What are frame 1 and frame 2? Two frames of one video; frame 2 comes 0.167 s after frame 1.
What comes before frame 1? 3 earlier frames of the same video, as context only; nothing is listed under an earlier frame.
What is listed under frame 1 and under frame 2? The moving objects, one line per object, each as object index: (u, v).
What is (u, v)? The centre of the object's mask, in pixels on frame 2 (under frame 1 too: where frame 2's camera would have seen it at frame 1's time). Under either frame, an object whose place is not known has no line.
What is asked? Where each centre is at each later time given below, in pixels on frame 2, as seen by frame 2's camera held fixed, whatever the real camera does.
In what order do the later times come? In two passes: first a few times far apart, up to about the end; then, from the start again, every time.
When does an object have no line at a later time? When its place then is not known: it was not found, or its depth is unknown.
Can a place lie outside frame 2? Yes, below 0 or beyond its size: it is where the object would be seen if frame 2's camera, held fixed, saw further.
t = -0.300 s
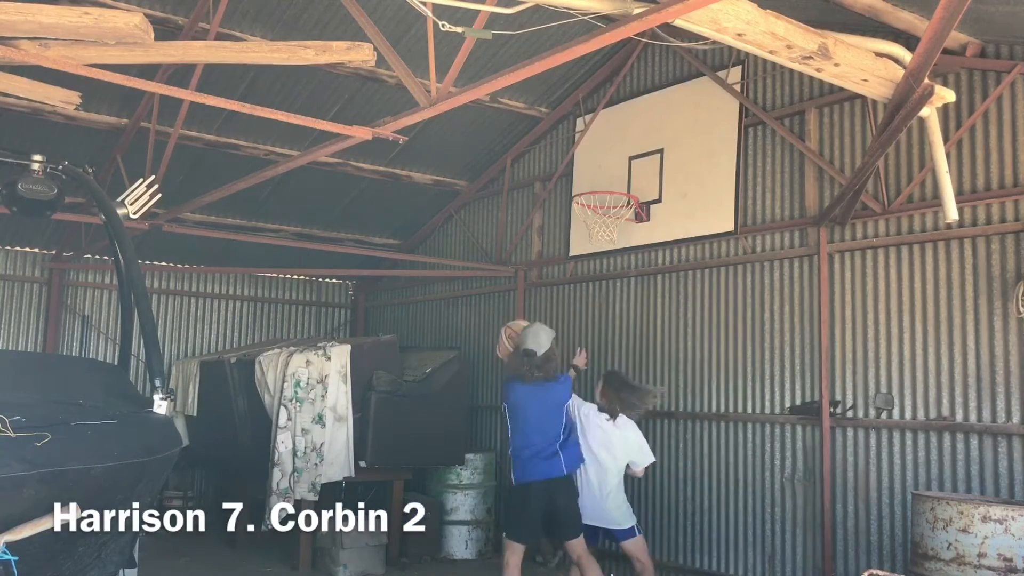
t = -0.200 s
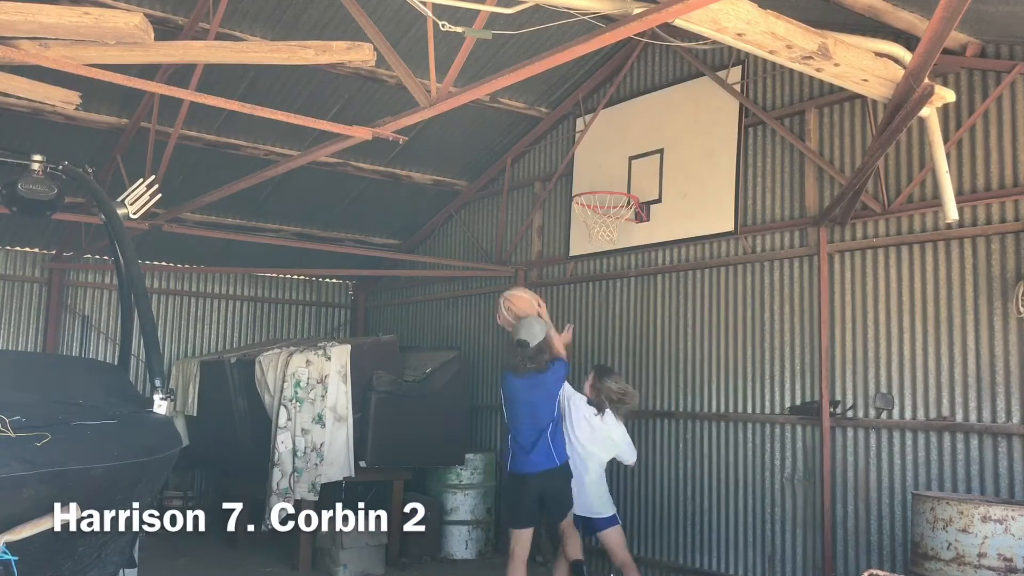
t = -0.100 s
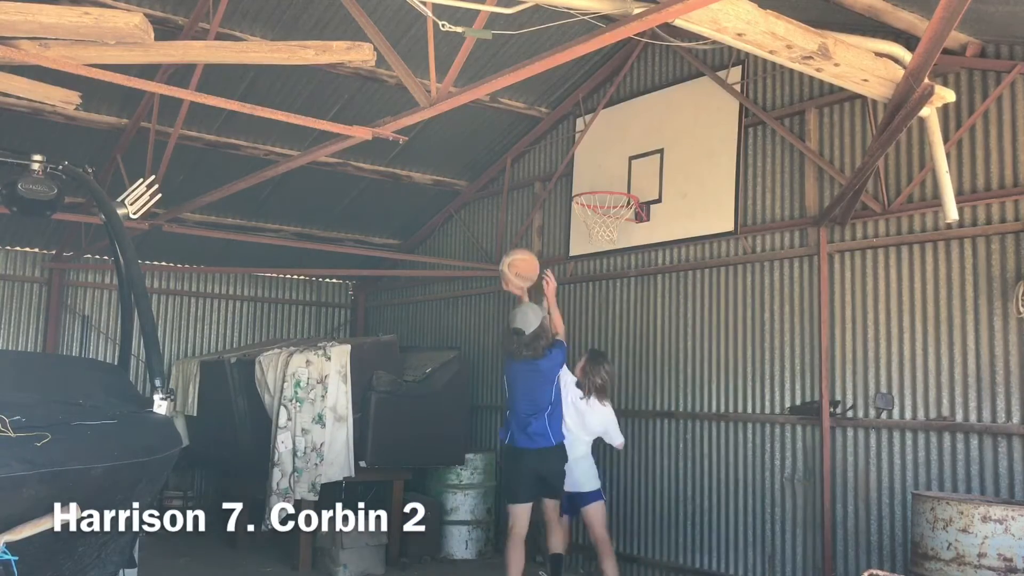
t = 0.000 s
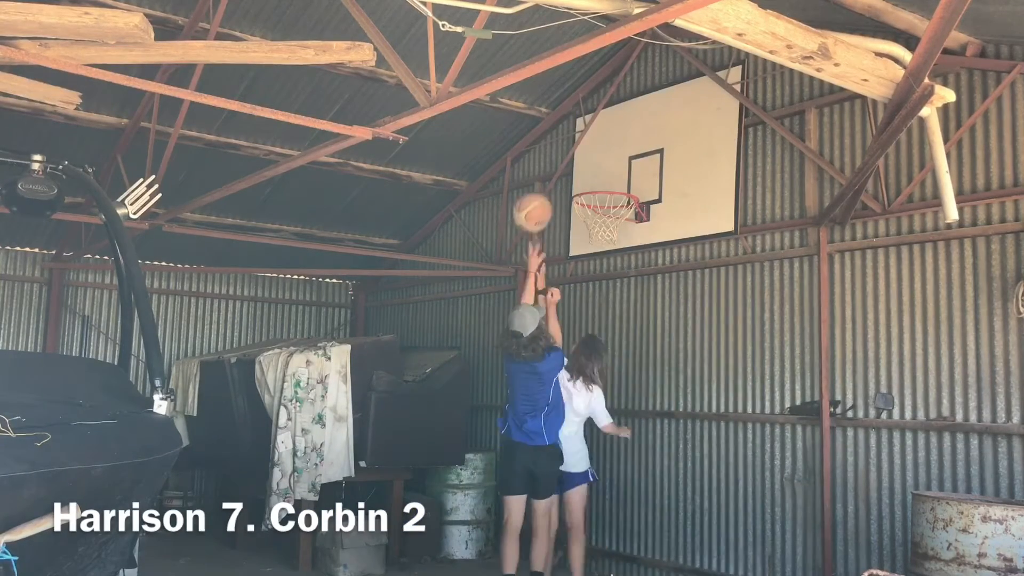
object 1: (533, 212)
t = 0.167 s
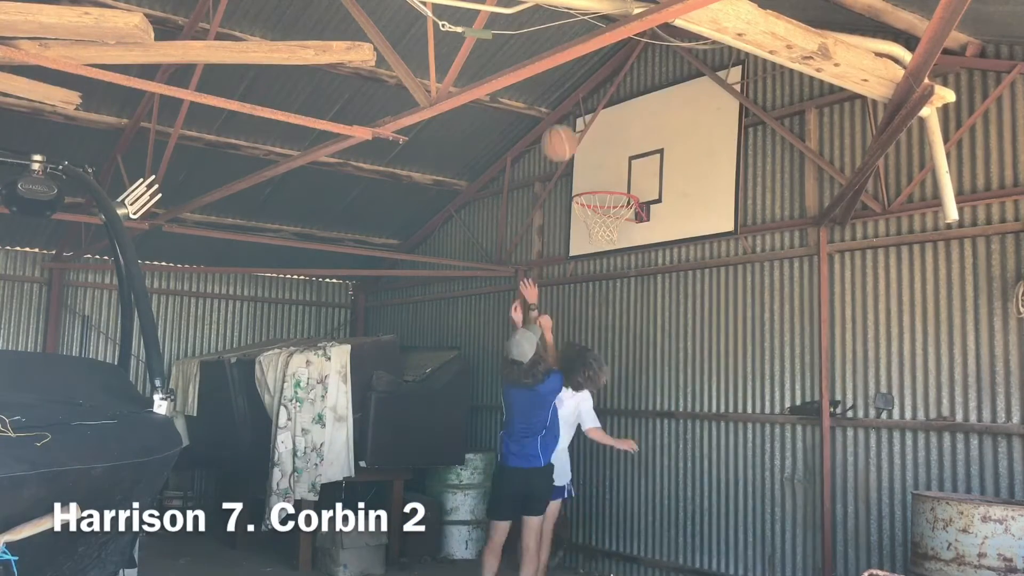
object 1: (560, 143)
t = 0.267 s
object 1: (574, 124)
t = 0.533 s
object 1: (606, 142)
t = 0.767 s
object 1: (616, 180)
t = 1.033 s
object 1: (581, 190)
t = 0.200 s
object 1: (564, 135)
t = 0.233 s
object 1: (569, 129)
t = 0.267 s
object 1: (574, 124)
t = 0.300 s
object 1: (579, 121)
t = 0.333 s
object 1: (583, 119)
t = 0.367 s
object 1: (587, 119)
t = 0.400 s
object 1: (591, 121)
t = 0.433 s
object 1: (595, 124)
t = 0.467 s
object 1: (599, 128)
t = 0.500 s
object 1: (602, 135)
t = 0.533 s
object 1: (606, 142)
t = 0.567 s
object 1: (611, 151)
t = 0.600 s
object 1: (614, 161)
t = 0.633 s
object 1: (617, 172)
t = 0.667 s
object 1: (622, 183)
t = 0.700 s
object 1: (623, 185)
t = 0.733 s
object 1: (621, 183)
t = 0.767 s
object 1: (616, 180)
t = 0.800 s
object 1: (612, 179)
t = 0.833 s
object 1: (609, 179)
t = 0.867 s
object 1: (604, 179)
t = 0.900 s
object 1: (599, 180)
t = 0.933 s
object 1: (594, 183)
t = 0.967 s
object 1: (589, 187)
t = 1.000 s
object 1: (585, 188)
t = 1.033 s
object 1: (581, 190)
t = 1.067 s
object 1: (575, 199)
